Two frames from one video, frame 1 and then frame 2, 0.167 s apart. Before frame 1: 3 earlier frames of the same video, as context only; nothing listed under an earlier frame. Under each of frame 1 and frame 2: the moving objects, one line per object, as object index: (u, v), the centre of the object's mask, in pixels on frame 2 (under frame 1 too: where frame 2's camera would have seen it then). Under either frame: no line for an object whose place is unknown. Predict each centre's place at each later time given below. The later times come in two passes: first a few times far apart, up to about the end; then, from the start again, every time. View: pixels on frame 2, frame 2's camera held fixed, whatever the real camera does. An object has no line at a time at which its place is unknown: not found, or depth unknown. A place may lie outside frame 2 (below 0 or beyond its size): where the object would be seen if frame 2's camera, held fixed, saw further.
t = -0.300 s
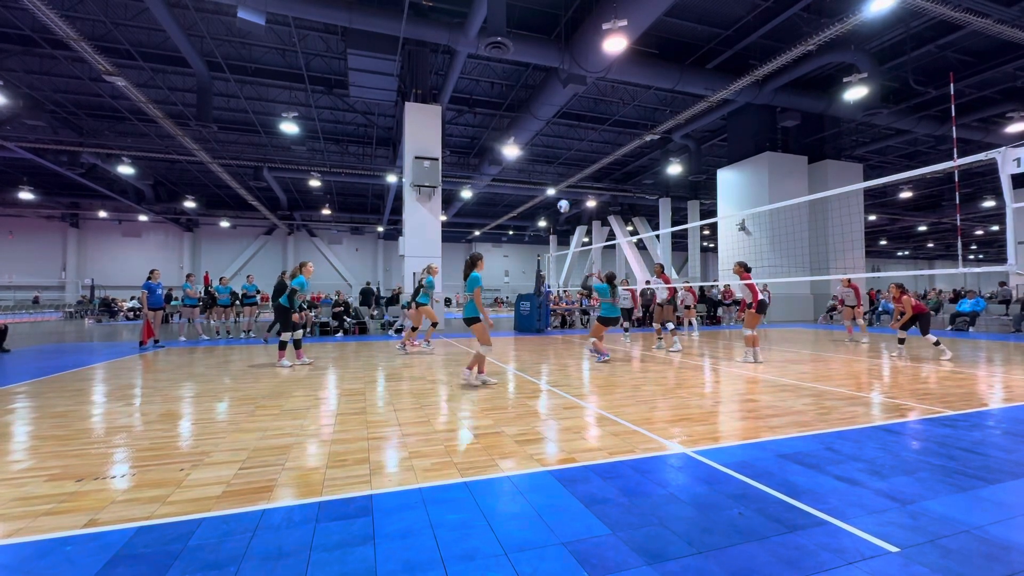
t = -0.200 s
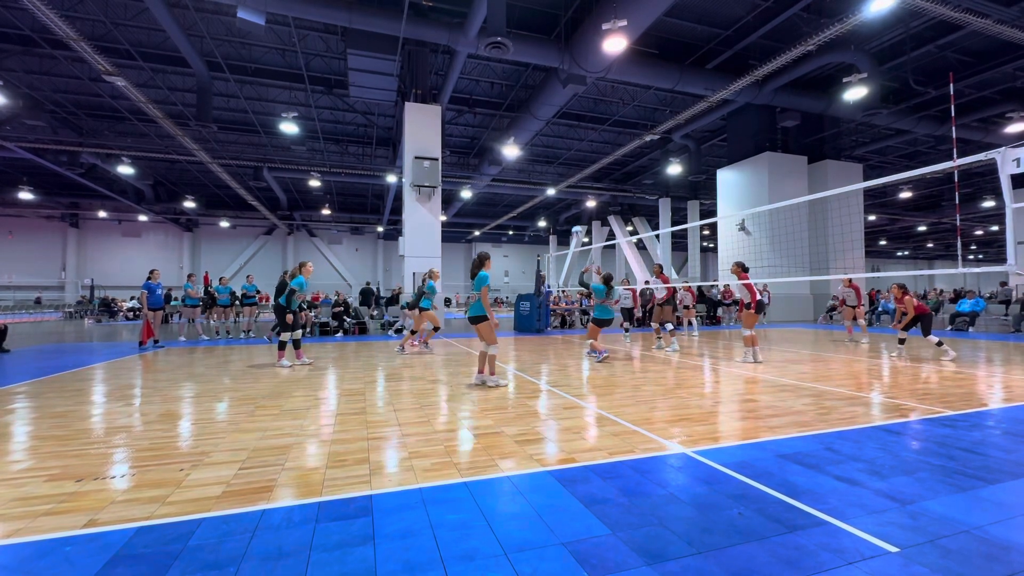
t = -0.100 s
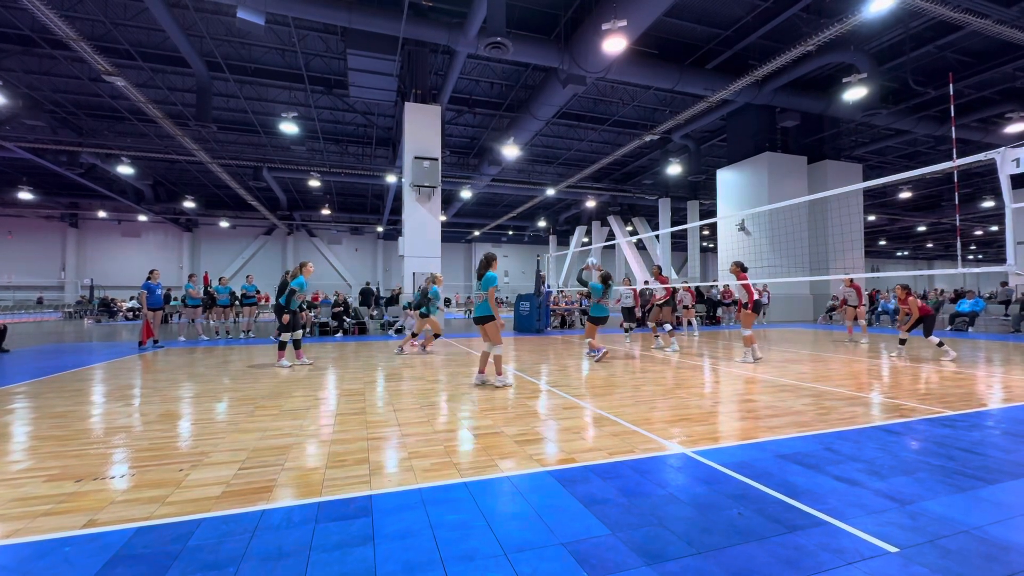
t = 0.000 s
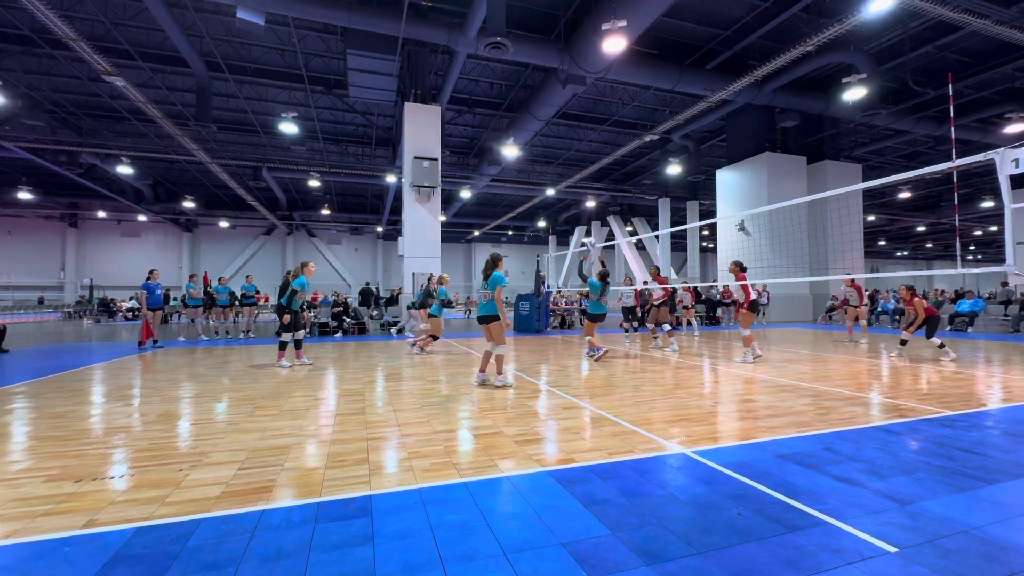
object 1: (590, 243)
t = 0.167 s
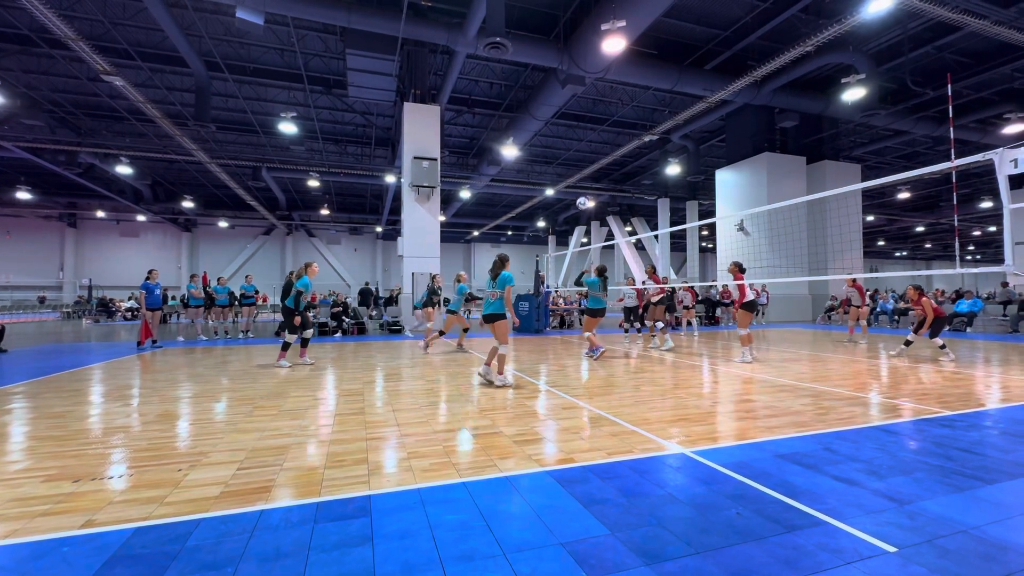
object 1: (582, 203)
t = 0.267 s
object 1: (578, 187)
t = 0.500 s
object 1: (569, 171)
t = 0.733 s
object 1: (560, 183)
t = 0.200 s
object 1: (581, 197)
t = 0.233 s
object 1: (579, 192)
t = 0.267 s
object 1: (578, 187)
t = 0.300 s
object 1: (577, 183)
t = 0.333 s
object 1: (575, 179)
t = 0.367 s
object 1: (574, 177)
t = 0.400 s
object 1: (572, 174)
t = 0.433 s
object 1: (571, 172)
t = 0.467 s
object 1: (570, 172)
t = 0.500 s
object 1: (569, 171)
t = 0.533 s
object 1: (568, 171)
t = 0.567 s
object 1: (566, 172)
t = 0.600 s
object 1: (565, 173)
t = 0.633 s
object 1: (564, 175)
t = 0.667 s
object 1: (563, 177)
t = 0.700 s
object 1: (562, 180)
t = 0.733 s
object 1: (560, 183)
